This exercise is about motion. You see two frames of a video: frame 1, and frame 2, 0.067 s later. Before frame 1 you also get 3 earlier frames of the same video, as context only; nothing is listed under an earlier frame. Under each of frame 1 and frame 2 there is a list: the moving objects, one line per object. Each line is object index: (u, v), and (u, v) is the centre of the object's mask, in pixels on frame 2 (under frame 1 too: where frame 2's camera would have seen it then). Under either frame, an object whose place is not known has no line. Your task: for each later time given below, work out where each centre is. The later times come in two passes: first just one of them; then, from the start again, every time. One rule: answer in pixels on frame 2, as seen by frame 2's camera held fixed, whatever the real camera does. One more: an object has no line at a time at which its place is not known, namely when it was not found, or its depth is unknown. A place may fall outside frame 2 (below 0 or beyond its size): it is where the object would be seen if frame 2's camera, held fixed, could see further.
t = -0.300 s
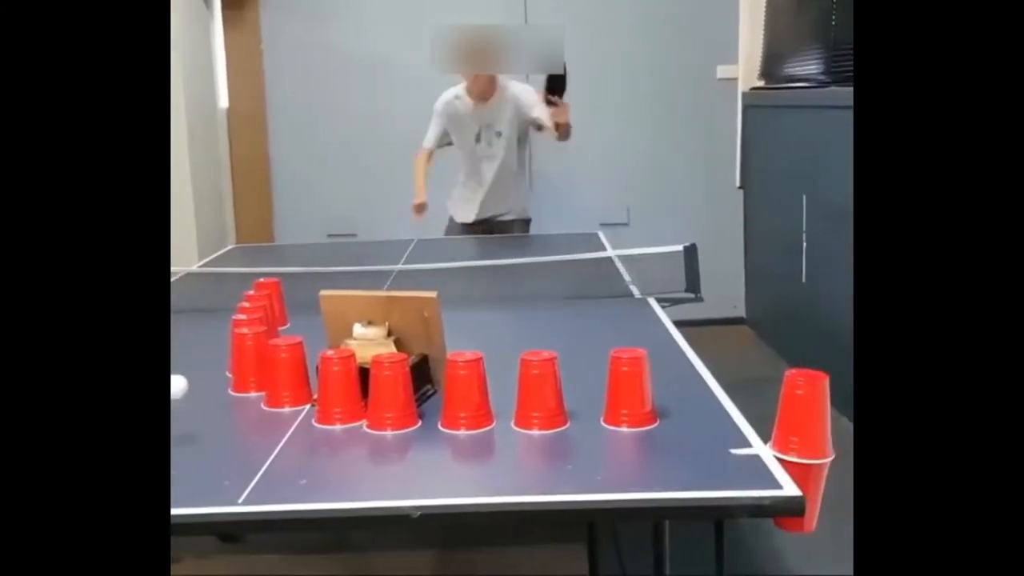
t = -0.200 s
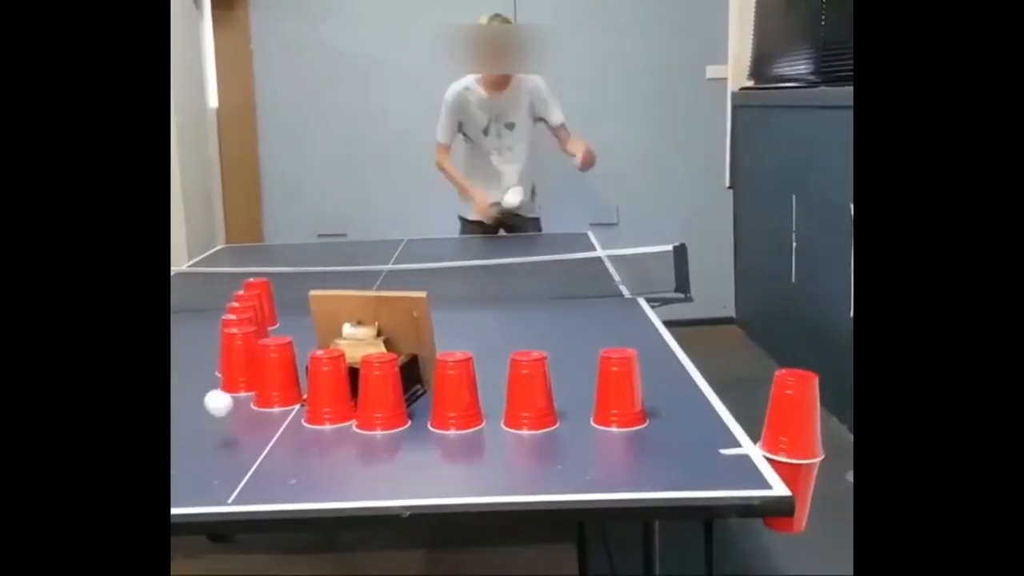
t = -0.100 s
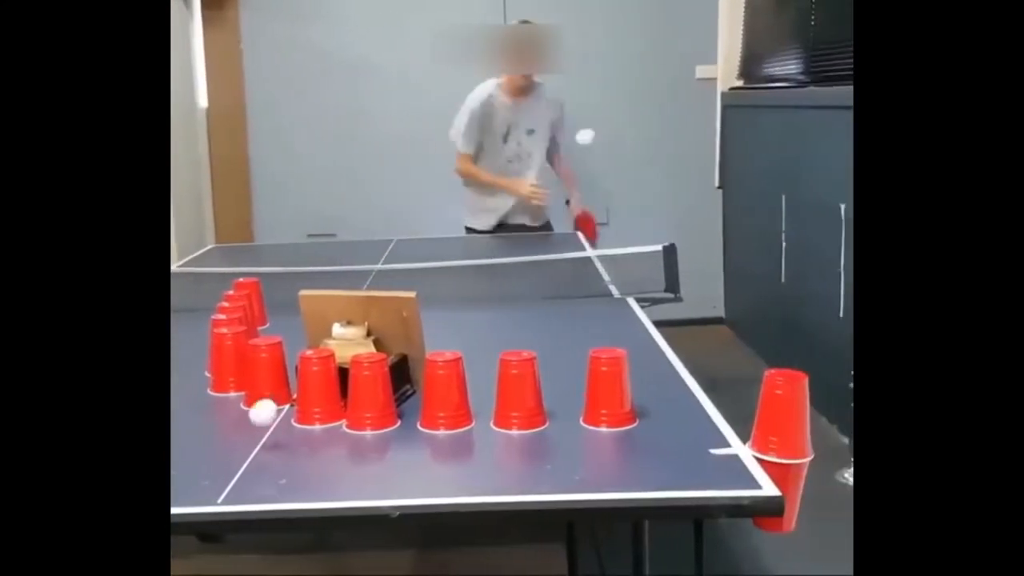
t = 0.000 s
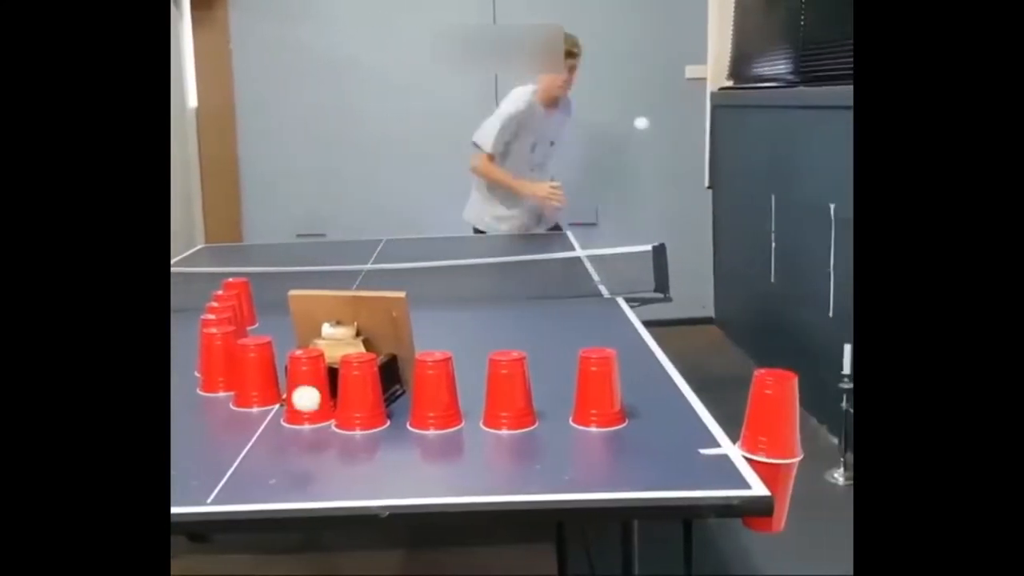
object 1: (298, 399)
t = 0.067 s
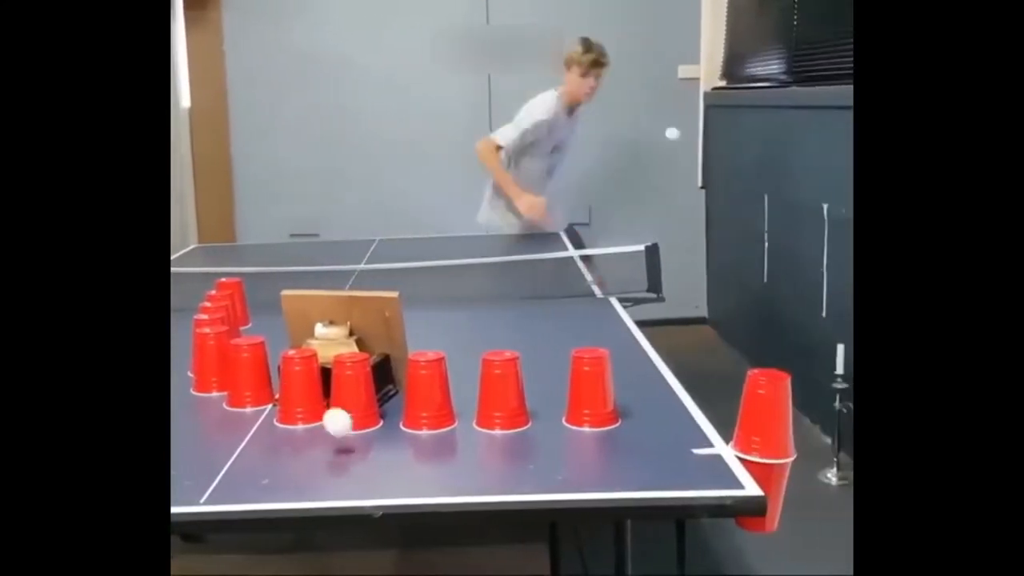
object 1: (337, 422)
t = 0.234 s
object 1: (427, 409)
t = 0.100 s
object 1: (357, 439)
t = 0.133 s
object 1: (374, 422)
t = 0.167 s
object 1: (391, 411)
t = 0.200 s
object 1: (408, 407)
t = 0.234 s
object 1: (427, 409)
